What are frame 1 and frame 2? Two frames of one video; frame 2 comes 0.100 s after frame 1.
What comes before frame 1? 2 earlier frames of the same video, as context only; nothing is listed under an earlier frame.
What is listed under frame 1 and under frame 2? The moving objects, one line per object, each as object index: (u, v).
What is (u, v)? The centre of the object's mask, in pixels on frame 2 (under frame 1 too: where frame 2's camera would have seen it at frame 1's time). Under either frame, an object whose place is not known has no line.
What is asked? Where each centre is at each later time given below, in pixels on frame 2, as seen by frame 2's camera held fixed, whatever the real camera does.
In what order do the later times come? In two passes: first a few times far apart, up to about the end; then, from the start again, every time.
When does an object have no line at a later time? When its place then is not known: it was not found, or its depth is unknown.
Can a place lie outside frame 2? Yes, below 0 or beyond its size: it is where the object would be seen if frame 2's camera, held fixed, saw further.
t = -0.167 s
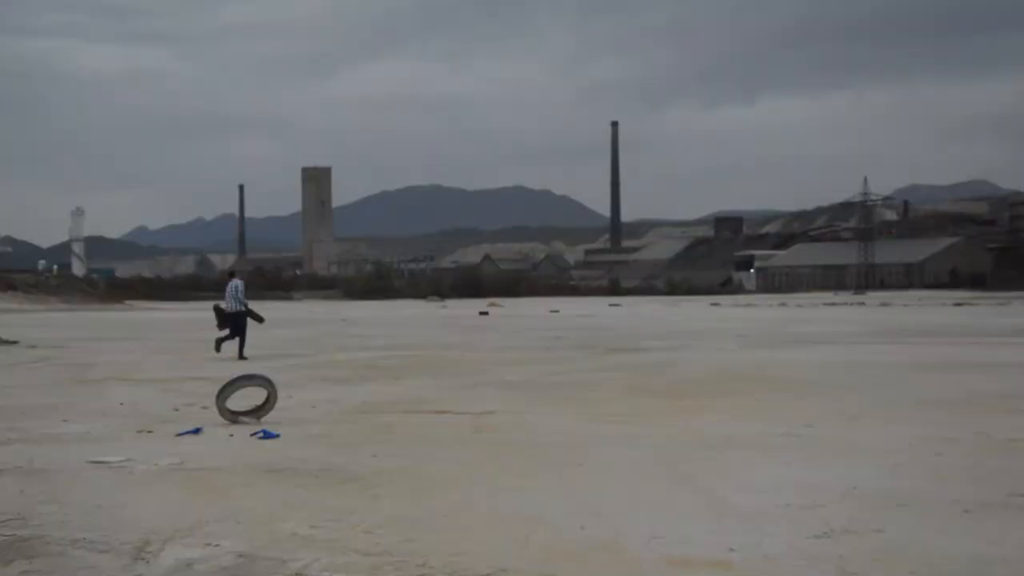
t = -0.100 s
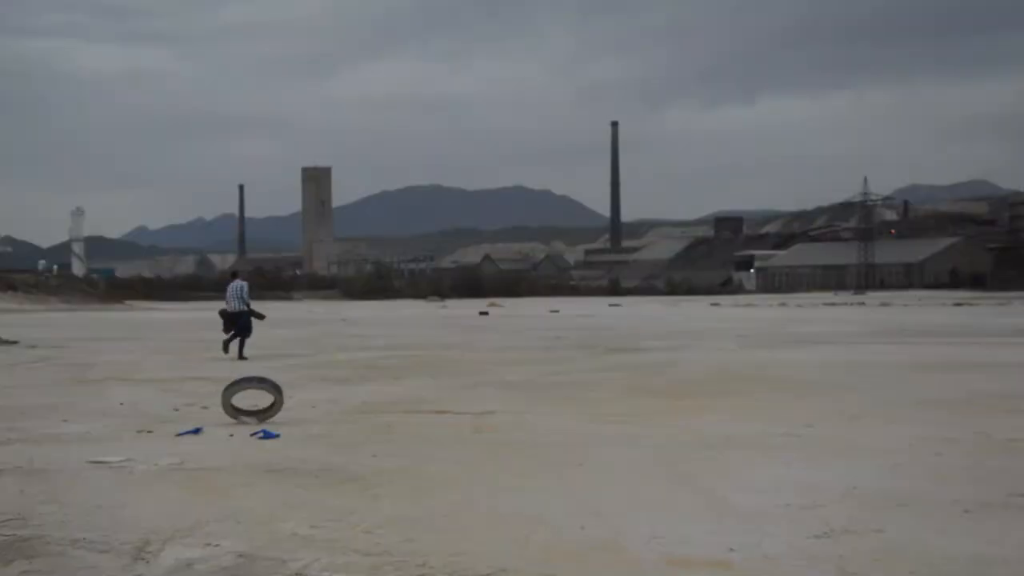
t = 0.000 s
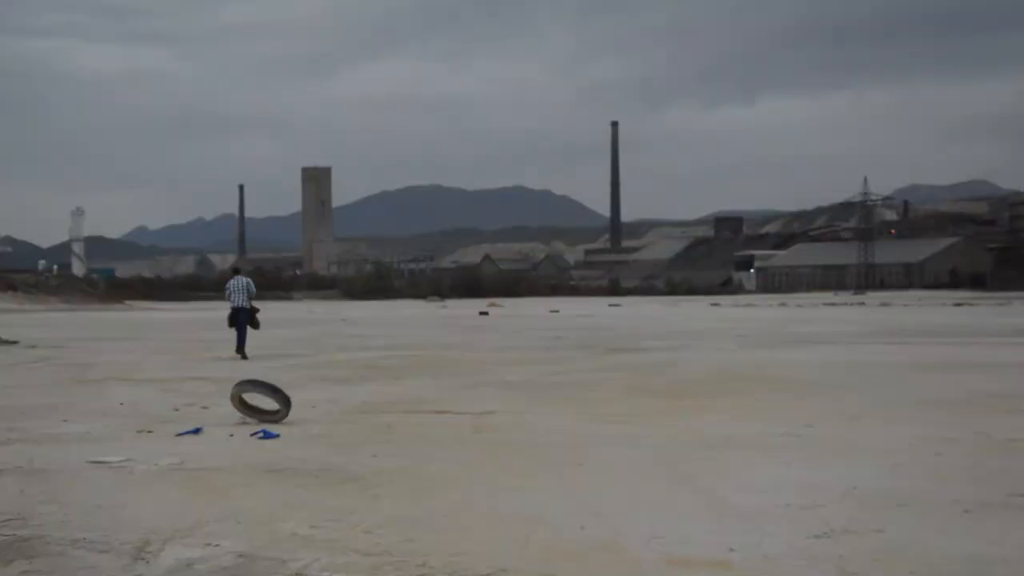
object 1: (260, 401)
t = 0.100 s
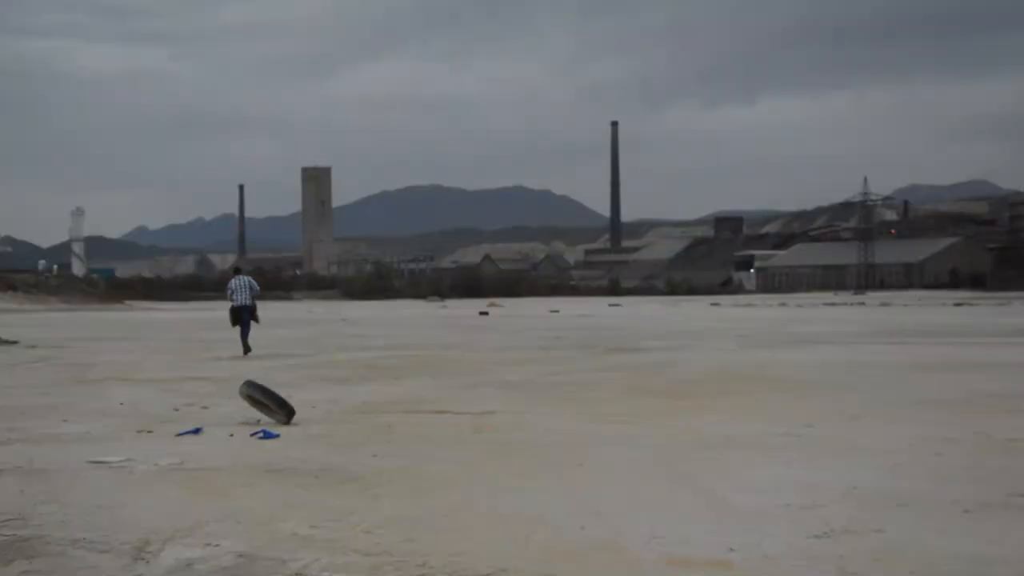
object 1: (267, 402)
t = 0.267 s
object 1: (269, 401)
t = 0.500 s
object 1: (257, 401)
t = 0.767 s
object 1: (241, 406)
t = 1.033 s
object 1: (243, 409)
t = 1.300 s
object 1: (244, 417)
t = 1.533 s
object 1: (245, 417)
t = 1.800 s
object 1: (245, 417)
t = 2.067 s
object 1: (245, 417)
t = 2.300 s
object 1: (245, 417)
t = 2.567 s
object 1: (245, 417)
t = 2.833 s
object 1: (245, 417)
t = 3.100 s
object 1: (245, 417)
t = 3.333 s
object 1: (245, 417)
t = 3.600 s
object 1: (245, 417)
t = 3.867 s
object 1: (245, 417)
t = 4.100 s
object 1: (245, 417)
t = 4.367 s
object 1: (245, 417)
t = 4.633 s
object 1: (245, 417)
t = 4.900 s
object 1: (245, 417)
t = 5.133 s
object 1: (245, 417)
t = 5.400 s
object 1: (245, 417)
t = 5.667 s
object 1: (245, 417)
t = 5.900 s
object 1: (245, 417)
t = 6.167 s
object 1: (245, 417)
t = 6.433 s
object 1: (244, 417)
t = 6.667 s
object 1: (244, 417)
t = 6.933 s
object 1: (244, 418)
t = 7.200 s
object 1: (244, 418)
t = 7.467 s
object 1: (244, 418)
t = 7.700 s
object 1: (244, 418)
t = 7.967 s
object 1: (244, 417)
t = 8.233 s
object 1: (244, 418)
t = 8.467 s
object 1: (244, 418)
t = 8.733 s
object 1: (244, 418)
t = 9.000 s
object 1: (244, 417)
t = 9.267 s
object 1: (244, 417)
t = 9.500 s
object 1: (244, 417)
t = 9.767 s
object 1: (244, 417)
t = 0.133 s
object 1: (268, 402)
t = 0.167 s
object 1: (269, 402)
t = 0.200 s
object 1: (269, 402)
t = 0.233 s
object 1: (269, 401)
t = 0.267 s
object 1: (269, 401)
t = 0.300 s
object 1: (268, 401)
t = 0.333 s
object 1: (266, 401)
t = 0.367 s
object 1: (265, 401)
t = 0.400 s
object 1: (263, 401)
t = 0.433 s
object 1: (261, 401)
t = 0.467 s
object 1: (259, 401)
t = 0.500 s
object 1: (257, 401)
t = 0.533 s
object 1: (255, 401)
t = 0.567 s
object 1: (253, 402)
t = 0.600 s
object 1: (250, 402)
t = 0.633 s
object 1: (248, 403)
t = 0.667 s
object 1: (246, 403)
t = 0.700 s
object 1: (244, 404)
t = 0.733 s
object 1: (242, 405)
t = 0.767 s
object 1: (241, 406)
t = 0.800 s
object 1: (240, 406)
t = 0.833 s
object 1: (239, 407)
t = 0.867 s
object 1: (239, 408)
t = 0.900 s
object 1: (240, 408)
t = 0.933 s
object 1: (241, 406)
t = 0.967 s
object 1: (241, 406)
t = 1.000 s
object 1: (242, 407)
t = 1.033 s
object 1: (243, 409)
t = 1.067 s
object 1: (243, 412)
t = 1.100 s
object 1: (244, 414)
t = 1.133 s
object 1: (244, 416)
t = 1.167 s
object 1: (245, 416)
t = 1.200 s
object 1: (245, 416)
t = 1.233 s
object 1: (244, 416)
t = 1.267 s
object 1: (245, 416)
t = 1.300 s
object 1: (244, 417)
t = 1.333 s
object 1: (245, 417)
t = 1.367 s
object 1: (245, 417)
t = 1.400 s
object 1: (245, 417)
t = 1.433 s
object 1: (245, 417)
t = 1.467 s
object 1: (245, 417)
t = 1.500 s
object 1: (245, 417)
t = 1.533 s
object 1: (245, 417)
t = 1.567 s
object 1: (245, 417)
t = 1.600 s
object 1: (245, 417)
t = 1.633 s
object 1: (245, 417)
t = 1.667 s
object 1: (245, 417)
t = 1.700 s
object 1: (245, 417)
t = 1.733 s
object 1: (245, 417)
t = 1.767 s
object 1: (245, 417)
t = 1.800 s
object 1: (245, 417)
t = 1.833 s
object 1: (245, 417)
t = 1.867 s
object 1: (245, 417)
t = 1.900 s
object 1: (245, 417)
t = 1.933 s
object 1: (245, 417)
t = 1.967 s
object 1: (245, 417)
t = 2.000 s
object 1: (245, 417)
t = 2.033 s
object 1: (245, 417)
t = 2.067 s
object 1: (245, 417)
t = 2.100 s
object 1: (245, 417)
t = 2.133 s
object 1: (245, 417)
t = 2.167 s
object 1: (245, 417)
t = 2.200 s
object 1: (245, 417)
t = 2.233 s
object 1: (245, 417)
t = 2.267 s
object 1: (245, 417)
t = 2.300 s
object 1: (245, 417)
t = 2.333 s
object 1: (245, 417)
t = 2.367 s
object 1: (245, 417)
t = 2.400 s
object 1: (245, 417)
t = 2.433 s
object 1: (245, 417)
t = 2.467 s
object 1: (245, 417)
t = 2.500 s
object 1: (245, 417)
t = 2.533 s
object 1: (245, 417)
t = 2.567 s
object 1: (245, 417)
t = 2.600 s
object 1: (245, 417)
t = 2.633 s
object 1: (245, 417)
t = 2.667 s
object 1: (245, 417)
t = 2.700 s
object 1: (245, 417)
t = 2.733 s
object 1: (245, 417)
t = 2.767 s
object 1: (245, 417)
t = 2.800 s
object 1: (245, 417)
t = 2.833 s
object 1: (245, 417)
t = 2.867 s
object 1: (245, 417)
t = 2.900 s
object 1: (245, 417)
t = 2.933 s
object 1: (245, 417)
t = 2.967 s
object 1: (245, 417)
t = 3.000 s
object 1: (245, 417)
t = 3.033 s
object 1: (245, 417)
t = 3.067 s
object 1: (245, 417)
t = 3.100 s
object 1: (245, 417)
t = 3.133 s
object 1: (245, 417)
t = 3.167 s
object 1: (245, 417)
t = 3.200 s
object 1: (245, 417)
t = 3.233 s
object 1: (245, 417)
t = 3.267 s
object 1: (245, 417)
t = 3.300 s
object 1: (245, 417)
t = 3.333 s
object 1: (245, 417)
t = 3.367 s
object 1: (245, 417)
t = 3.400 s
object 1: (245, 417)
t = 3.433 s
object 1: (245, 417)
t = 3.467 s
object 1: (245, 417)
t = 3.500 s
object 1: (245, 417)
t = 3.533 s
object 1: (245, 417)
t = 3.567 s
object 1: (245, 417)
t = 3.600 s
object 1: (245, 417)
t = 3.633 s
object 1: (245, 417)
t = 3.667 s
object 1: (245, 417)
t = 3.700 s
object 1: (245, 417)
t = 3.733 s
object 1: (245, 417)
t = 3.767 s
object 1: (245, 417)
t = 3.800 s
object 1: (245, 417)
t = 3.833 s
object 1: (245, 417)
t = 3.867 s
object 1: (245, 417)
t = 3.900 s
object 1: (245, 417)
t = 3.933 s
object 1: (245, 417)
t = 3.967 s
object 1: (245, 417)
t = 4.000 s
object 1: (245, 417)
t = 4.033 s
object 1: (245, 417)
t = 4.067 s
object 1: (245, 417)
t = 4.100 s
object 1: (245, 417)
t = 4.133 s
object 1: (245, 417)
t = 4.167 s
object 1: (245, 417)
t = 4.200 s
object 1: (245, 417)
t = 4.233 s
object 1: (245, 417)
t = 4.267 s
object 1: (245, 417)
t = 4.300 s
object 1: (245, 417)
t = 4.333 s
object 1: (245, 417)
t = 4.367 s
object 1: (245, 417)
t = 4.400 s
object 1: (245, 417)
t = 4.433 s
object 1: (245, 417)
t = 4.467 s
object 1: (245, 417)
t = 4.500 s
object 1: (244, 417)
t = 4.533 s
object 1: (245, 417)
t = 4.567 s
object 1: (245, 417)
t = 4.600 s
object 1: (245, 417)
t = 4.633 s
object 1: (245, 417)
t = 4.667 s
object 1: (245, 417)
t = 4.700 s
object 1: (245, 417)
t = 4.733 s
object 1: (245, 417)
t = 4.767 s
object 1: (245, 417)
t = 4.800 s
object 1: (245, 417)
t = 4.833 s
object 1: (245, 417)
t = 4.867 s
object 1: (245, 417)
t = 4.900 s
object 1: (245, 417)
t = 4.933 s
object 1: (245, 417)
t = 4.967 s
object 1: (244, 417)
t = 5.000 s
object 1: (245, 417)
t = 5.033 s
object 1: (245, 417)
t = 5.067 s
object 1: (245, 417)
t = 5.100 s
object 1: (245, 417)
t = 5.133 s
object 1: (245, 417)
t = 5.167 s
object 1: (245, 417)
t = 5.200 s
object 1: (244, 417)
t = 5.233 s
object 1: (244, 417)
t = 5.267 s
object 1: (244, 417)
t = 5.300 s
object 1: (245, 417)
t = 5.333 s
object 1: (245, 417)
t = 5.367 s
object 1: (245, 417)
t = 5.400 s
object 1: (245, 417)
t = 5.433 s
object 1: (245, 417)
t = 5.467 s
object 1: (245, 417)
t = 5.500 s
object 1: (245, 417)
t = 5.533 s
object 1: (245, 417)
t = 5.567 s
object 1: (245, 417)
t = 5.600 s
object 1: (245, 417)
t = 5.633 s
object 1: (245, 417)
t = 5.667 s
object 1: (245, 417)
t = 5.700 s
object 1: (245, 417)
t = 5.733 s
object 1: (245, 417)
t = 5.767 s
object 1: (245, 417)
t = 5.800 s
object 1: (245, 417)
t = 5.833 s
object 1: (245, 417)
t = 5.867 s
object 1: (245, 417)
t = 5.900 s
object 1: (245, 417)
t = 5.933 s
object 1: (245, 417)
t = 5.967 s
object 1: (245, 417)
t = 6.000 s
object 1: (245, 417)
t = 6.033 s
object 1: (245, 417)
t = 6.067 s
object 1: (245, 417)
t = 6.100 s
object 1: (245, 417)
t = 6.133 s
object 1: (245, 417)
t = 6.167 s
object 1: (245, 417)
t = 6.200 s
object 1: (245, 417)
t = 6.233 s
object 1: (244, 417)
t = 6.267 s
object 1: (244, 417)
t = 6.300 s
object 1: (244, 417)
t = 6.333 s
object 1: (244, 417)
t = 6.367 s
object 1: (244, 417)
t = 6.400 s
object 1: (244, 417)
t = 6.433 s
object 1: (244, 417)
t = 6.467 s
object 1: (244, 417)
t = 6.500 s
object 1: (244, 417)
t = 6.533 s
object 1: (244, 417)
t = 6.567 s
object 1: (244, 417)
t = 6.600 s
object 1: (244, 417)
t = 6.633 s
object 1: (244, 417)
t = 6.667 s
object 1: (244, 417)
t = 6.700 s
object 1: (244, 417)
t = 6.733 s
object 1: (244, 417)
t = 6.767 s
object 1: (244, 417)
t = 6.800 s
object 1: (244, 417)
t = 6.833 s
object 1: (244, 418)
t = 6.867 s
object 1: (244, 418)
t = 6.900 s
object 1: (244, 418)
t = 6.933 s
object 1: (244, 418)
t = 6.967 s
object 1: (244, 418)
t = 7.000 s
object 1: (244, 418)
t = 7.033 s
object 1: (244, 418)
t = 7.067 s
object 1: (244, 418)
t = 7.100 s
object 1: (244, 417)
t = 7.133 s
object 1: (244, 418)
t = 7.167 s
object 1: (244, 417)
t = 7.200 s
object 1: (244, 418)
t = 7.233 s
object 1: (244, 417)
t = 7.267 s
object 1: (244, 418)
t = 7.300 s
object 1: (244, 417)
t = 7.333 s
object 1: (244, 417)
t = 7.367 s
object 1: (244, 417)
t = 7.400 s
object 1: (244, 417)
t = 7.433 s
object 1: (244, 417)
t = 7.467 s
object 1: (244, 418)
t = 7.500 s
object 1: (244, 417)
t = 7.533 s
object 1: (244, 417)
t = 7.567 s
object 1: (244, 417)
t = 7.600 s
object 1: (244, 417)
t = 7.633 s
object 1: (244, 417)
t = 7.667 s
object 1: (244, 417)
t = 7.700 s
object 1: (244, 418)
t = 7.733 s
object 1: (244, 417)
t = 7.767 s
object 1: (244, 417)
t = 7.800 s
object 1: (244, 417)
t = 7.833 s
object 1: (244, 417)
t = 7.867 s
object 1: (244, 417)
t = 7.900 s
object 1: (244, 417)
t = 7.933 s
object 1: (244, 417)
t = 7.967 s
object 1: (244, 417)
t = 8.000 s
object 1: (244, 417)
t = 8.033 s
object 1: (244, 417)
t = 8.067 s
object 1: (244, 417)
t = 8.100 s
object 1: (244, 417)
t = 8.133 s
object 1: (244, 417)
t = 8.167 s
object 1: (244, 417)
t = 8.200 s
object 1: (244, 418)
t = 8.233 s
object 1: (244, 418)
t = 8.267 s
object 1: (244, 418)
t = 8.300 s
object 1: (244, 418)
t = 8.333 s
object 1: (244, 418)
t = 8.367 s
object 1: (244, 418)
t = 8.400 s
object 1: (244, 417)
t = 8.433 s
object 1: (244, 418)
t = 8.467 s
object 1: (244, 418)
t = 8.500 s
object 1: (244, 418)
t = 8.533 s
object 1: (244, 418)
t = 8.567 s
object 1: (244, 418)
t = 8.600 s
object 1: (244, 418)
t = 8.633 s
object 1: (244, 418)
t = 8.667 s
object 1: (244, 418)
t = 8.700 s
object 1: (244, 418)
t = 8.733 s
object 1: (244, 418)
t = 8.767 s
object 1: (244, 418)
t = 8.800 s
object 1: (244, 417)
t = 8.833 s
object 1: (244, 418)
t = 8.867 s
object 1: (244, 418)
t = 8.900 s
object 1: (244, 418)
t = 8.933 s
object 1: (244, 417)
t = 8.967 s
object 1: (244, 417)
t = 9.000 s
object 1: (244, 417)
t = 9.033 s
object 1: (244, 417)
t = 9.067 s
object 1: (244, 418)
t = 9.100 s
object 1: (244, 417)
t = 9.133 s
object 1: (244, 417)
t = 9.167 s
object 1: (244, 417)
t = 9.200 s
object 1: (244, 417)
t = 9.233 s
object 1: (244, 417)
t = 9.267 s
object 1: (244, 417)
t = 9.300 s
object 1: (244, 417)
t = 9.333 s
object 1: (244, 417)
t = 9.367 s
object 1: (244, 417)
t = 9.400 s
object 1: (244, 417)
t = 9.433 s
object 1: (244, 417)
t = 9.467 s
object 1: (244, 417)
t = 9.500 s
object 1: (244, 417)
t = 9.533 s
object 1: (244, 417)
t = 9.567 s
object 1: (244, 417)
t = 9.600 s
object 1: (244, 417)
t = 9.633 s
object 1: (244, 417)
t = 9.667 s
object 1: (244, 417)
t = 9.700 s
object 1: (244, 417)
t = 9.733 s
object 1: (244, 417)
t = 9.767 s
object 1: (244, 417)
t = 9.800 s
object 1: (244, 417)
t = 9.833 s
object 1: (244, 417)
